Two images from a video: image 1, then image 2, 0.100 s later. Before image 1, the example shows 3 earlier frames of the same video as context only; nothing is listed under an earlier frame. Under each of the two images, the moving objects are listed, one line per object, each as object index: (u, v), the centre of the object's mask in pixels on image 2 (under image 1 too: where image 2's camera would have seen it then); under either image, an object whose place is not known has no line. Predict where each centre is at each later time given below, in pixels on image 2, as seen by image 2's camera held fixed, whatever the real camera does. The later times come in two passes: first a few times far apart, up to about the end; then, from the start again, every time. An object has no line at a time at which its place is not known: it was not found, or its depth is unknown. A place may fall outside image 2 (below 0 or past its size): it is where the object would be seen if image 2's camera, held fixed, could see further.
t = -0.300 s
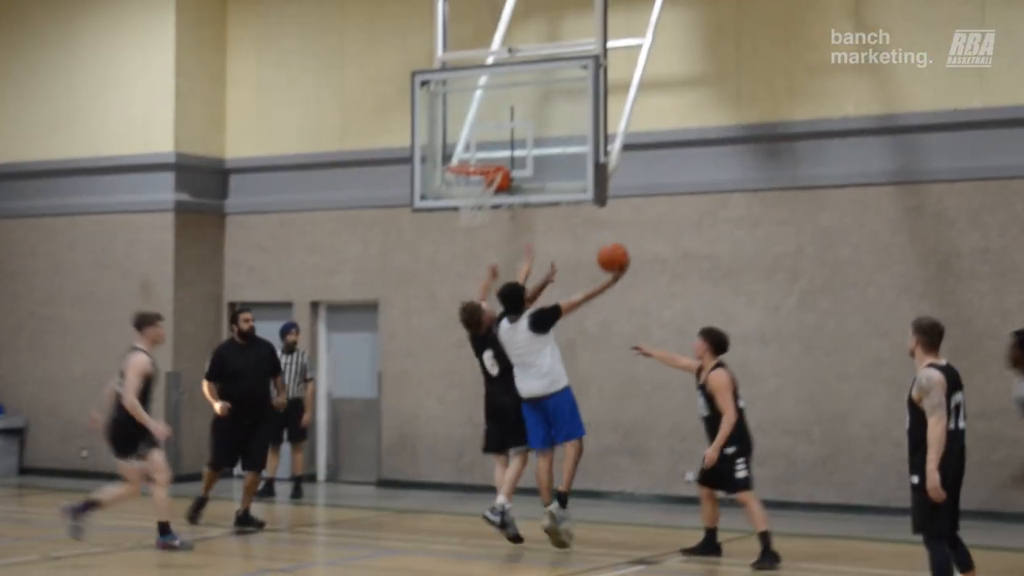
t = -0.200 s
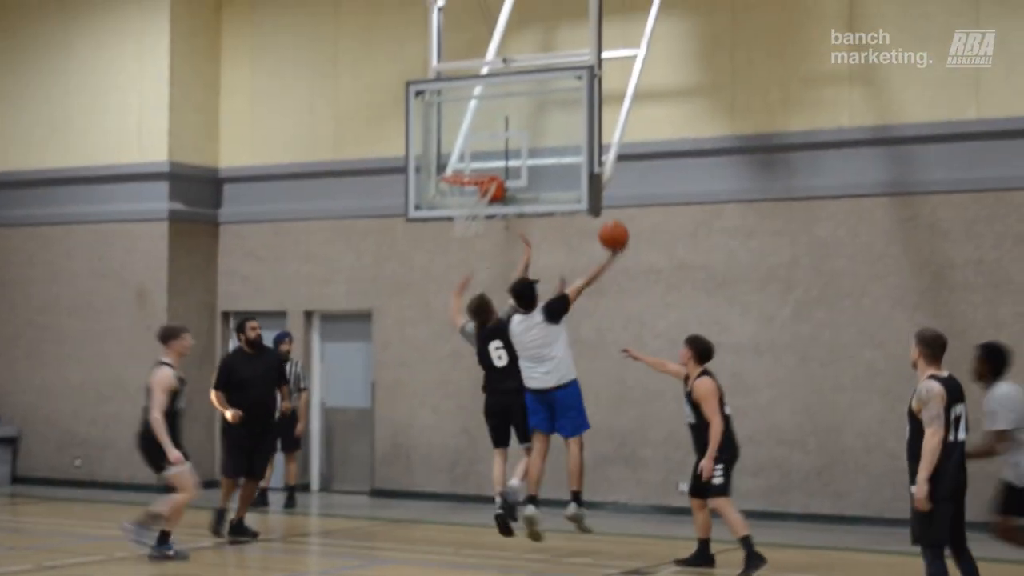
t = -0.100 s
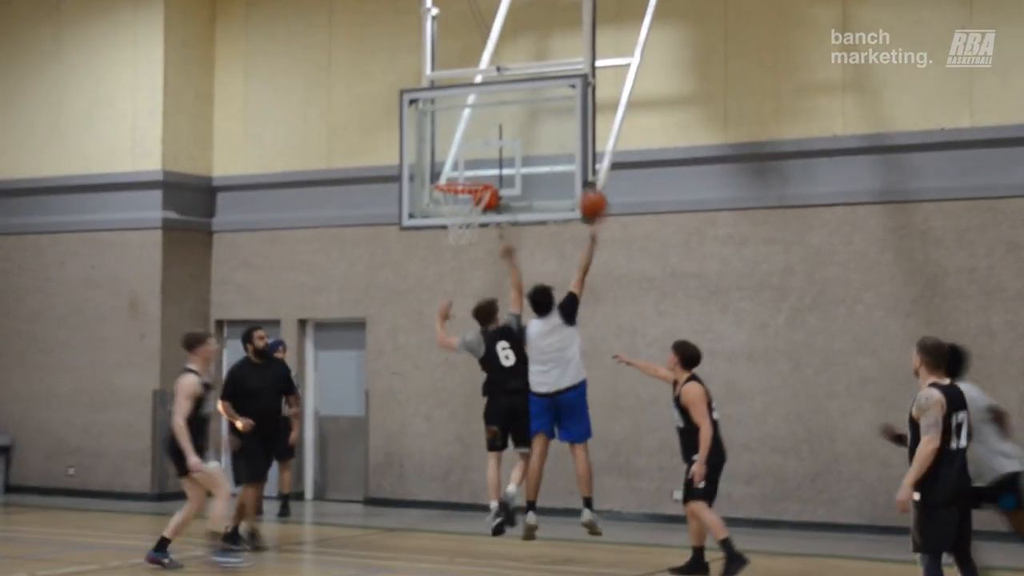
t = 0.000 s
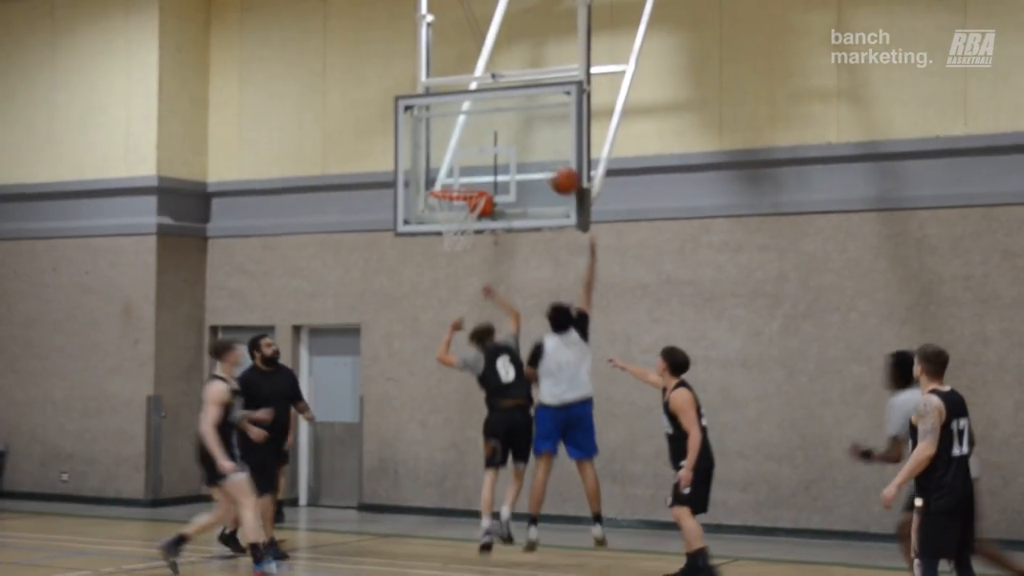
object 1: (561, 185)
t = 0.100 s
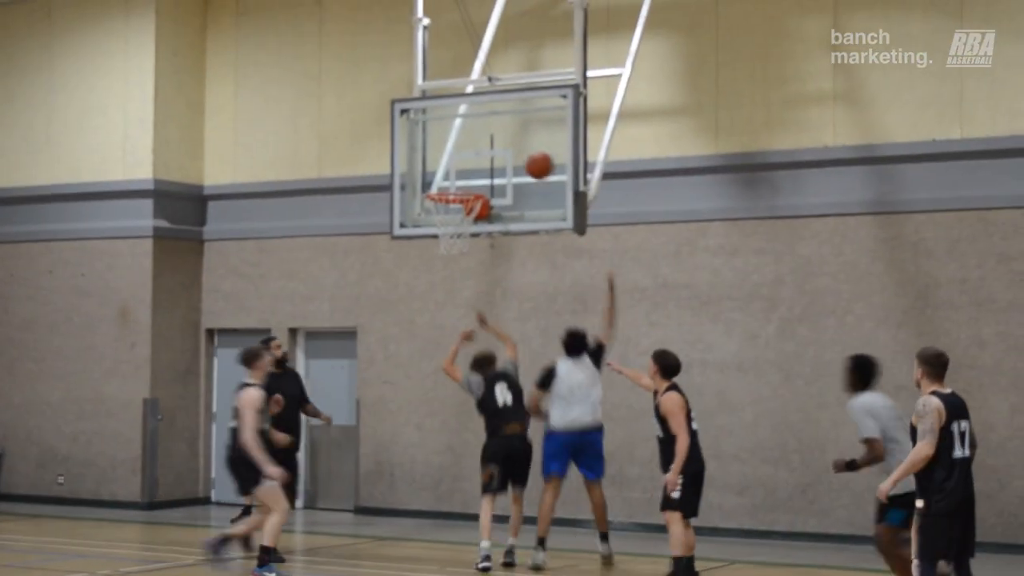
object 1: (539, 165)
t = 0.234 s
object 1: (509, 161)
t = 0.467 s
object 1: (466, 175)
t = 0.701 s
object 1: (444, 201)
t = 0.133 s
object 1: (531, 162)
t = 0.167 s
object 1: (524, 160)
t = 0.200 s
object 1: (516, 160)
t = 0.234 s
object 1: (509, 161)
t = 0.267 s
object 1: (502, 163)
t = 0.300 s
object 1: (494, 165)
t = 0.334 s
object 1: (486, 169)
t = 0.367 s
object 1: (479, 176)
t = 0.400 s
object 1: (473, 180)
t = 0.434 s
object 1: (469, 177)
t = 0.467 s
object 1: (466, 175)
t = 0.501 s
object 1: (463, 175)
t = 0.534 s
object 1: (460, 177)
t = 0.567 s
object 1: (457, 178)
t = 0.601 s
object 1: (452, 181)
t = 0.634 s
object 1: (450, 185)
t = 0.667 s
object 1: (446, 194)
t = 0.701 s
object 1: (444, 201)
